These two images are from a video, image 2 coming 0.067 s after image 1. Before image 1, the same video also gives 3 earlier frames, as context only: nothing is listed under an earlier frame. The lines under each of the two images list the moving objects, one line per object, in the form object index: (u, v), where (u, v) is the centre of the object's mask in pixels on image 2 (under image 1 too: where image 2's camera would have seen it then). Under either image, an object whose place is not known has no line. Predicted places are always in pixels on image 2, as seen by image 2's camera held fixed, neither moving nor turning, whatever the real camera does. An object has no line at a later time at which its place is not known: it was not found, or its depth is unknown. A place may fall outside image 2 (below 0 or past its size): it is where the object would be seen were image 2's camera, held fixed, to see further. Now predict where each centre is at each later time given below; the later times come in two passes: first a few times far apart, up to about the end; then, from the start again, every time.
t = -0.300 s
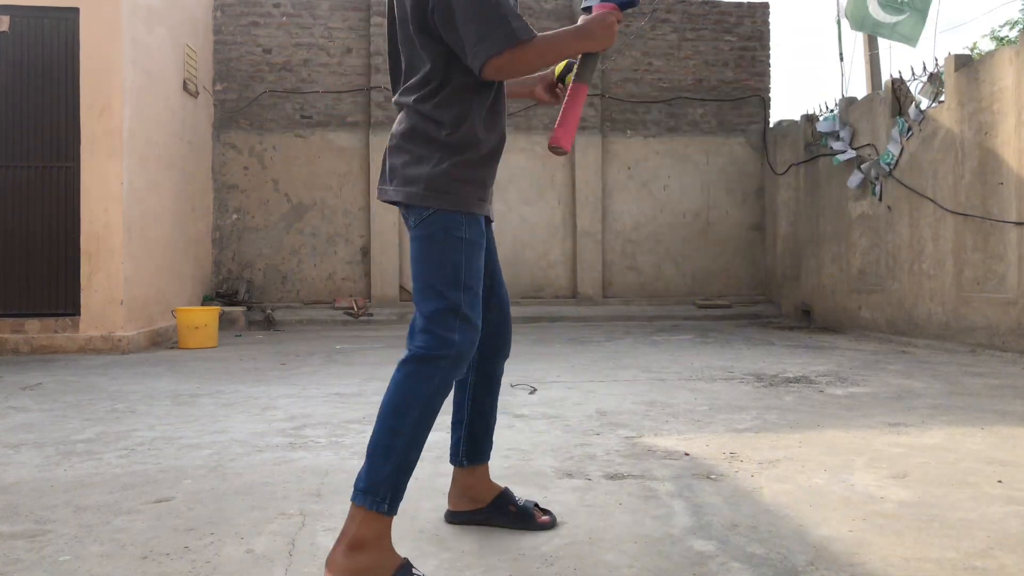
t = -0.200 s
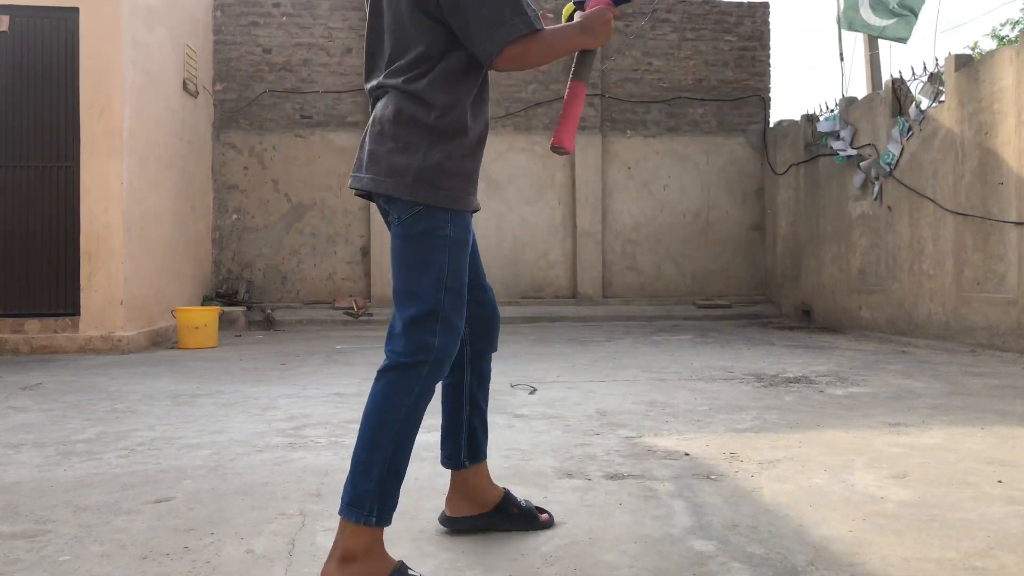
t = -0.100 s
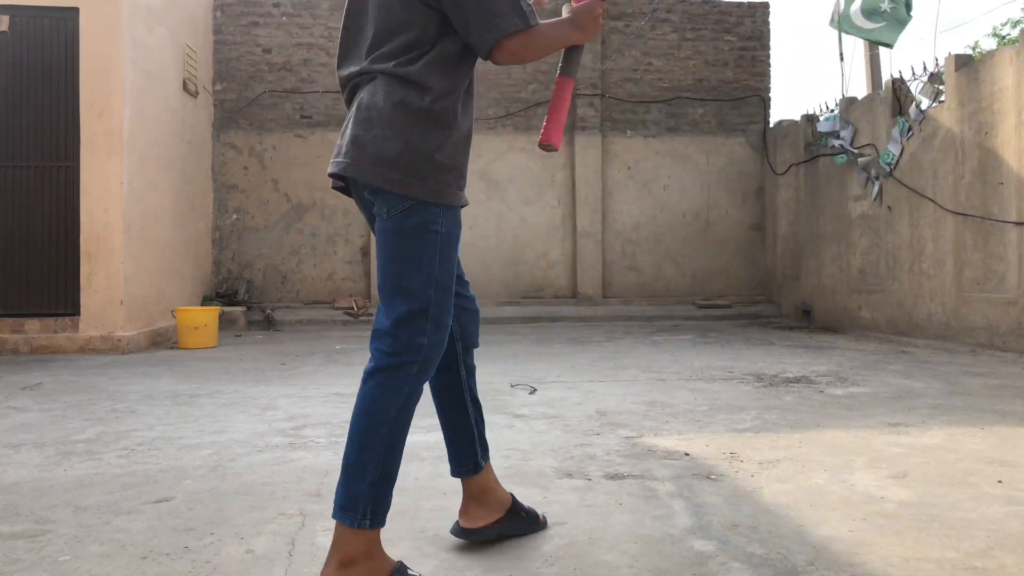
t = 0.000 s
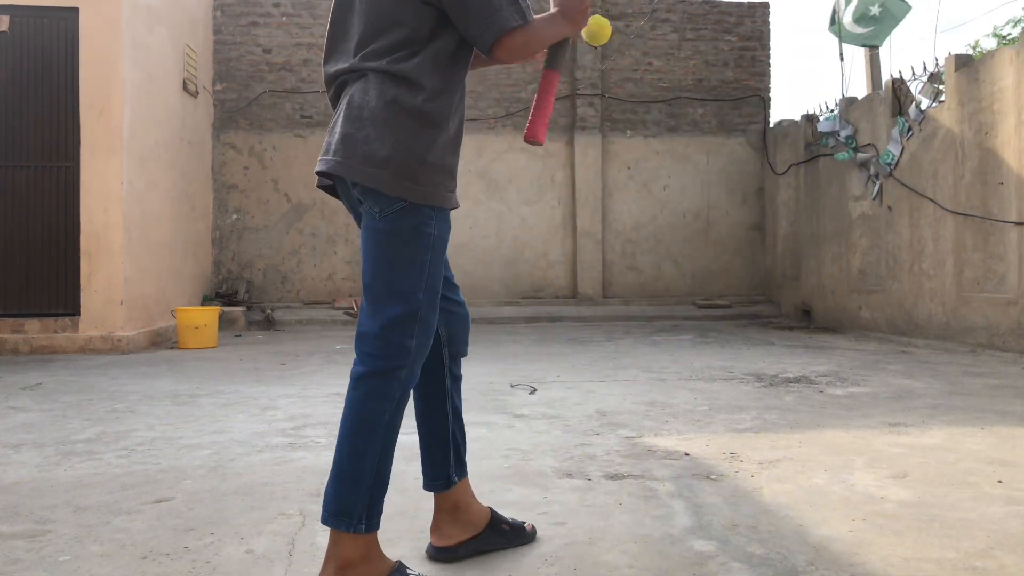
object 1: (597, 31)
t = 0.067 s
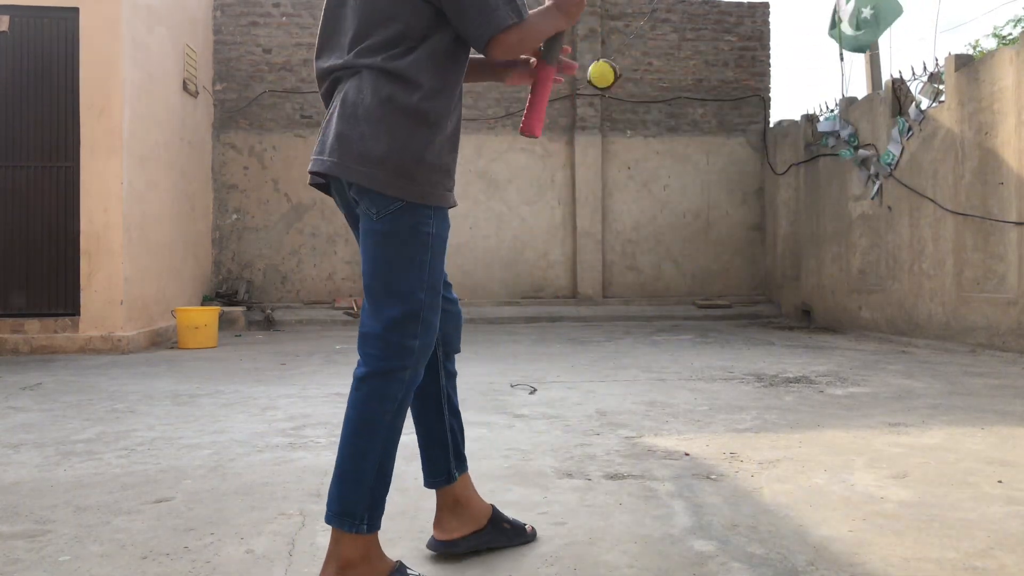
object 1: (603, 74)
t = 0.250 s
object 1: (621, 296)
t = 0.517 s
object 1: (649, 276)
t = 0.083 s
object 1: (605, 89)
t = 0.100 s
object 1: (606, 104)
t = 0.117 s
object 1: (607, 121)
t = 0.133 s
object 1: (609, 139)
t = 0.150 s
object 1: (611, 157)
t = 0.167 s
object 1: (613, 178)
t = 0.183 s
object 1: (615, 199)
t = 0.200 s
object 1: (617, 221)
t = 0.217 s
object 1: (618, 244)
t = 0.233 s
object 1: (620, 269)
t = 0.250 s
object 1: (621, 296)
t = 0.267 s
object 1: (623, 323)
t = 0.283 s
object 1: (625, 352)
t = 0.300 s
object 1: (628, 382)
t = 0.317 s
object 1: (630, 413)
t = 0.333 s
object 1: (632, 446)
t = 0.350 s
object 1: (634, 479)
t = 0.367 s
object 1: (635, 457)
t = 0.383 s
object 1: (637, 432)
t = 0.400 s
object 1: (638, 409)
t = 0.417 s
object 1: (640, 386)
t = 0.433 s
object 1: (641, 365)
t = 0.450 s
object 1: (643, 345)
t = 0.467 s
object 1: (644, 326)
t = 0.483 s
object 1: (646, 309)
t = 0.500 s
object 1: (647, 292)
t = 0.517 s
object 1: (649, 276)
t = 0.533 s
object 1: (651, 262)
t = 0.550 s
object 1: (652, 248)
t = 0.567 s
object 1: (654, 236)
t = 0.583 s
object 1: (656, 224)
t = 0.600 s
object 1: (657, 214)
